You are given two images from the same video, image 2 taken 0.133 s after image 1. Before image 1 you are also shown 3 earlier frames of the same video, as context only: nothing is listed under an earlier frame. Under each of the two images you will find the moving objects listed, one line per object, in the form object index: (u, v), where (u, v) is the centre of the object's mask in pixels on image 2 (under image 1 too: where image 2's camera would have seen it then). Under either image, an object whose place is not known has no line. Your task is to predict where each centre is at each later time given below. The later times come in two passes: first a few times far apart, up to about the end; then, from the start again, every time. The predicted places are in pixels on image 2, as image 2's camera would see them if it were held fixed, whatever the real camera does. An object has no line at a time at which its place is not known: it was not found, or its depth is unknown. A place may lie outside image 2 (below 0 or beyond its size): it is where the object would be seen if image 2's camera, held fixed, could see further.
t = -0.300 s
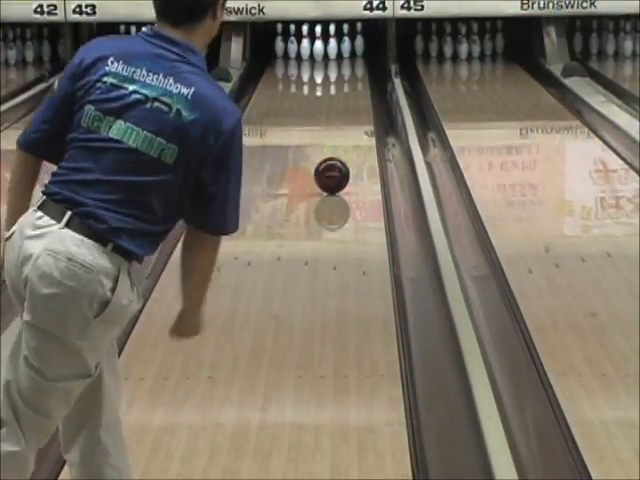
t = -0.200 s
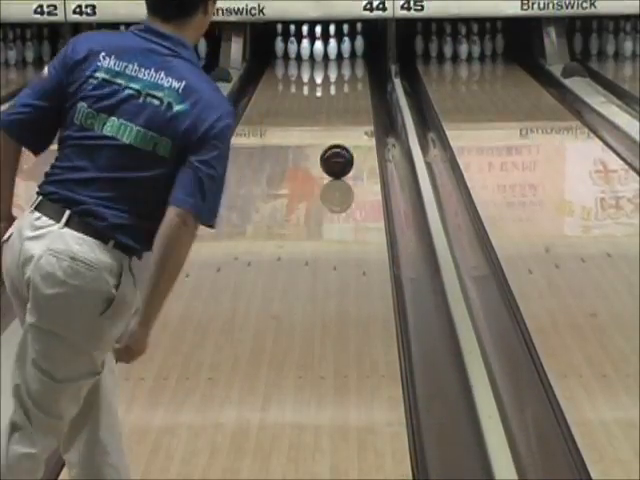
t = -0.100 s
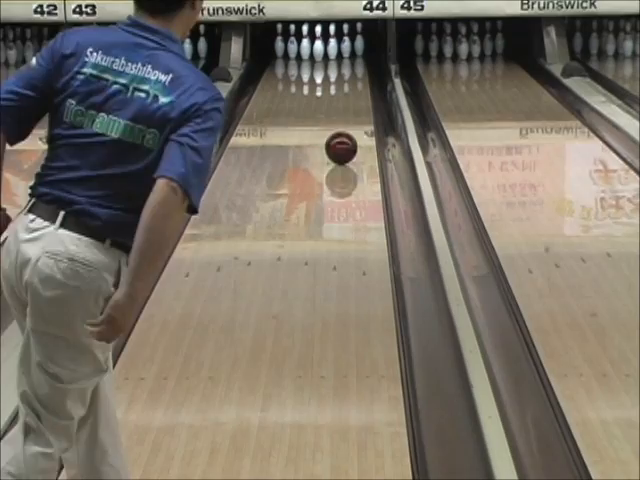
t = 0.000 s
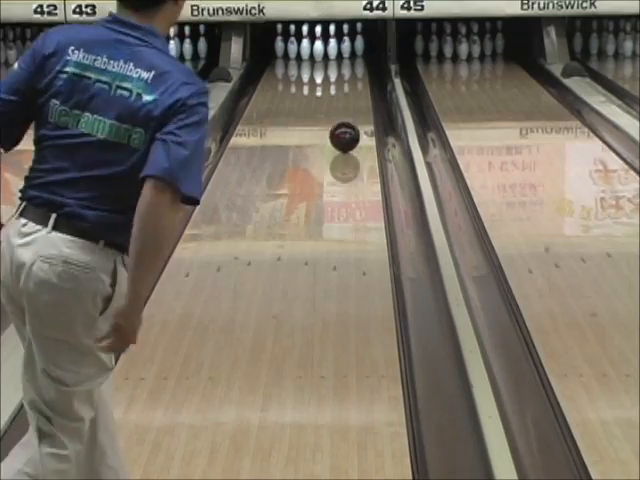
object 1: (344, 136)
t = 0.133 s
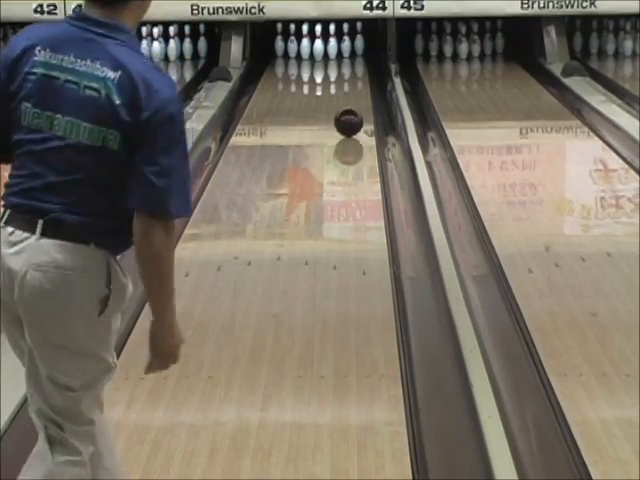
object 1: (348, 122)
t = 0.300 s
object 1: (352, 108)
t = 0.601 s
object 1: (352, 87)
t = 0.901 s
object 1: (341, 71)
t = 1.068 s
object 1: (335, 64)
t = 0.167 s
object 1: (349, 119)
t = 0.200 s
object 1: (350, 116)
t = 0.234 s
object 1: (351, 113)
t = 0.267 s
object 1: (351, 110)
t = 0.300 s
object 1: (352, 108)
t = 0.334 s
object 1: (352, 105)
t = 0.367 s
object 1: (352, 102)
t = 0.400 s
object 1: (353, 100)
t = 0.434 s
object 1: (353, 98)
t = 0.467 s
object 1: (353, 95)
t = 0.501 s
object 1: (353, 93)
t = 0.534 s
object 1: (353, 91)
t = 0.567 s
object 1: (352, 89)
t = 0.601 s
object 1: (352, 87)
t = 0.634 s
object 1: (351, 85)
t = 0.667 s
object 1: (350, 83)
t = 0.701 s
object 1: (349, 81)
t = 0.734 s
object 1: (348, 79)
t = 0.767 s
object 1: (347, 78)
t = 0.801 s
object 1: (346, 76)
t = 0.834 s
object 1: (344, 74)
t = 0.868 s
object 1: (343, 73)
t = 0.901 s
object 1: (341, 71)
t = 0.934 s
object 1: (340, 70)
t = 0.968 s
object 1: (339, 68)
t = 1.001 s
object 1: (337, 66)
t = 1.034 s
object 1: (336, 65)
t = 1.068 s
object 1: (335, 64)
